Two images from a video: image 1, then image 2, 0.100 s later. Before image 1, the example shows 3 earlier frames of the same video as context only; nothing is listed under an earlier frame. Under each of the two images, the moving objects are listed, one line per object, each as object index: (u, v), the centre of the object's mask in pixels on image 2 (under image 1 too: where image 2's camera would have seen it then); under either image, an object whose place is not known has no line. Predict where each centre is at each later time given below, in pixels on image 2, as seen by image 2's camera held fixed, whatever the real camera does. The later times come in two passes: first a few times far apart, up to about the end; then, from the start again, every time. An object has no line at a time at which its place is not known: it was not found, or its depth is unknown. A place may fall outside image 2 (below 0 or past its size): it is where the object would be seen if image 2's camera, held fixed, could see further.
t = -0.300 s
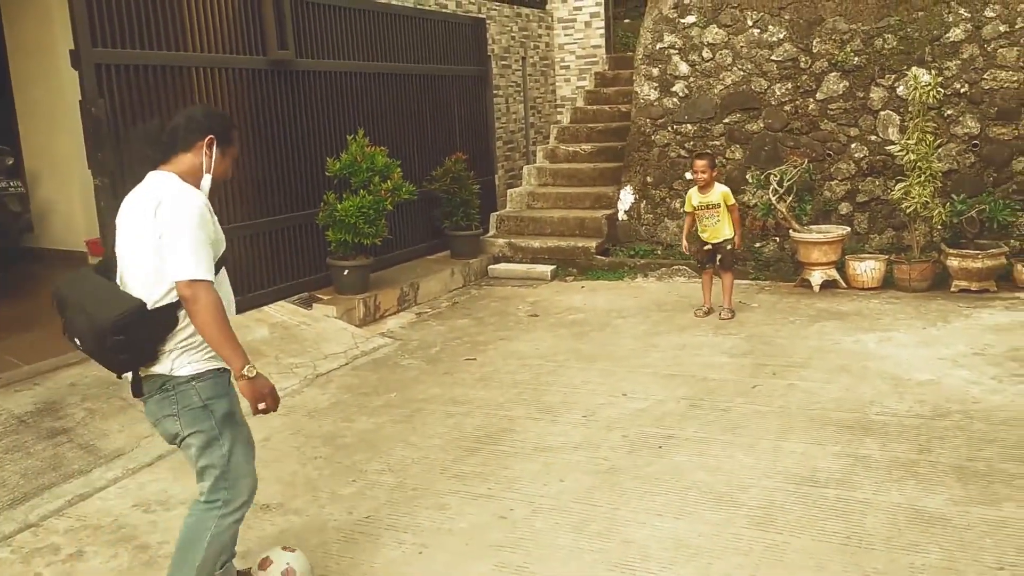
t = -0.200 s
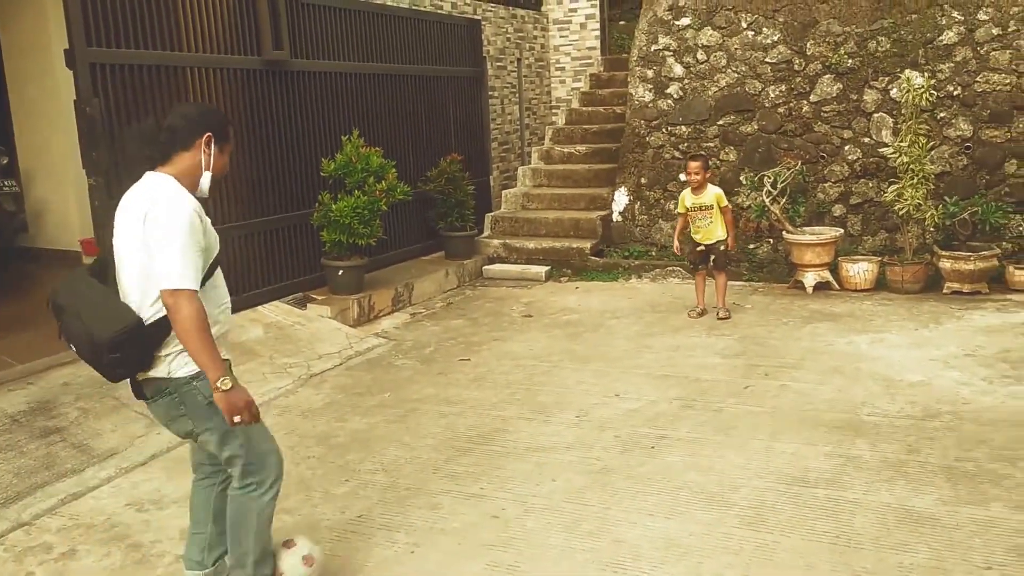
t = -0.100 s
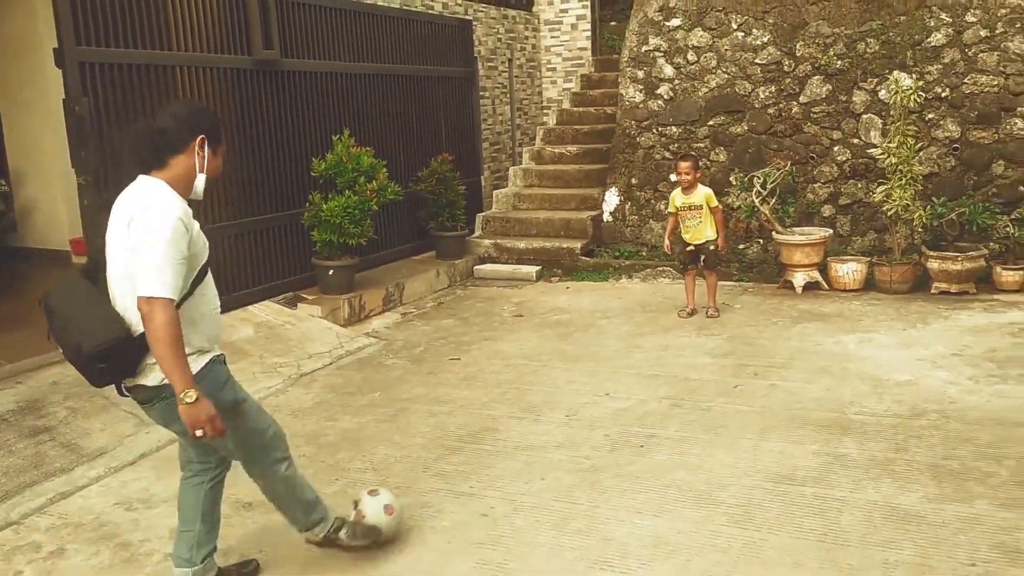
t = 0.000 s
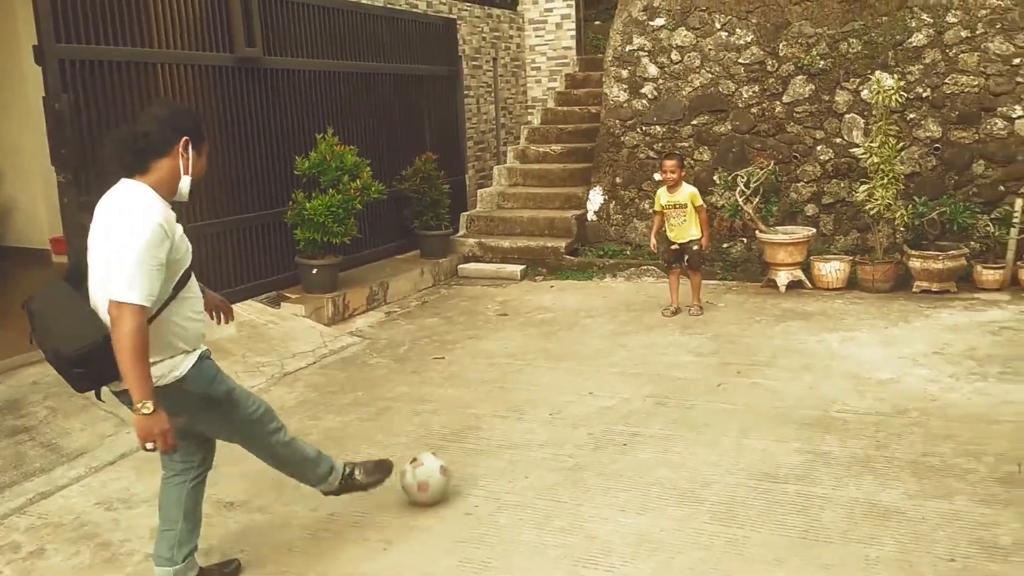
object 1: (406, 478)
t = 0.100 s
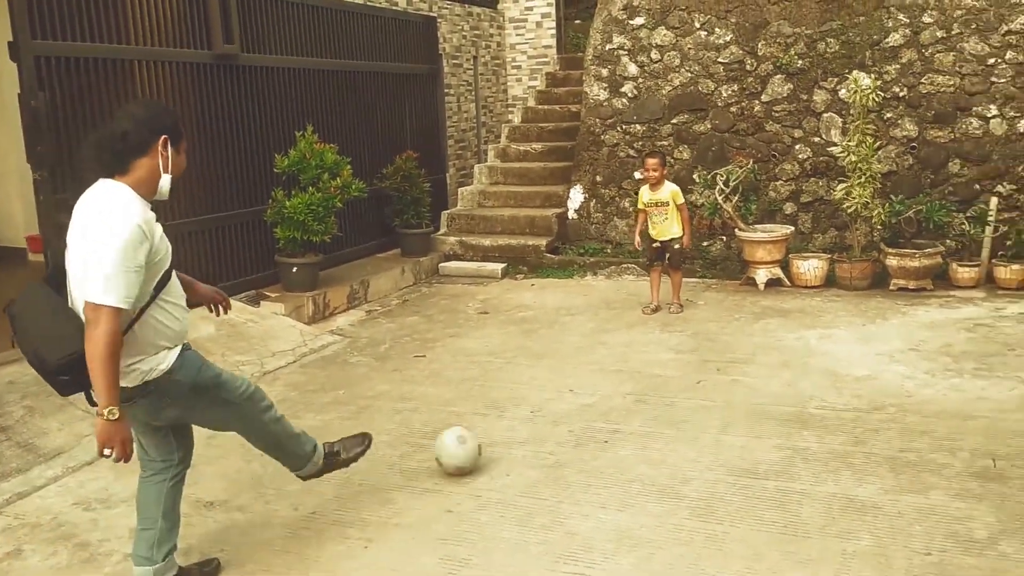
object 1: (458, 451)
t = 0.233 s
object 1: (507, 423)
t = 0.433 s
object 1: (559, 397)
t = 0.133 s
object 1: (471, 445)
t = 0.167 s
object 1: (485, 436)
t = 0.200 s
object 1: (496, 431)
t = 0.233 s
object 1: (507, 423)
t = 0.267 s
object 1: (517, 416)
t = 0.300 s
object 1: (526, 412)
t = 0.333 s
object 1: (535, 410)
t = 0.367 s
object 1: (543, 405)
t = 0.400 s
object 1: (551, 401)
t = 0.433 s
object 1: (559, 397)
